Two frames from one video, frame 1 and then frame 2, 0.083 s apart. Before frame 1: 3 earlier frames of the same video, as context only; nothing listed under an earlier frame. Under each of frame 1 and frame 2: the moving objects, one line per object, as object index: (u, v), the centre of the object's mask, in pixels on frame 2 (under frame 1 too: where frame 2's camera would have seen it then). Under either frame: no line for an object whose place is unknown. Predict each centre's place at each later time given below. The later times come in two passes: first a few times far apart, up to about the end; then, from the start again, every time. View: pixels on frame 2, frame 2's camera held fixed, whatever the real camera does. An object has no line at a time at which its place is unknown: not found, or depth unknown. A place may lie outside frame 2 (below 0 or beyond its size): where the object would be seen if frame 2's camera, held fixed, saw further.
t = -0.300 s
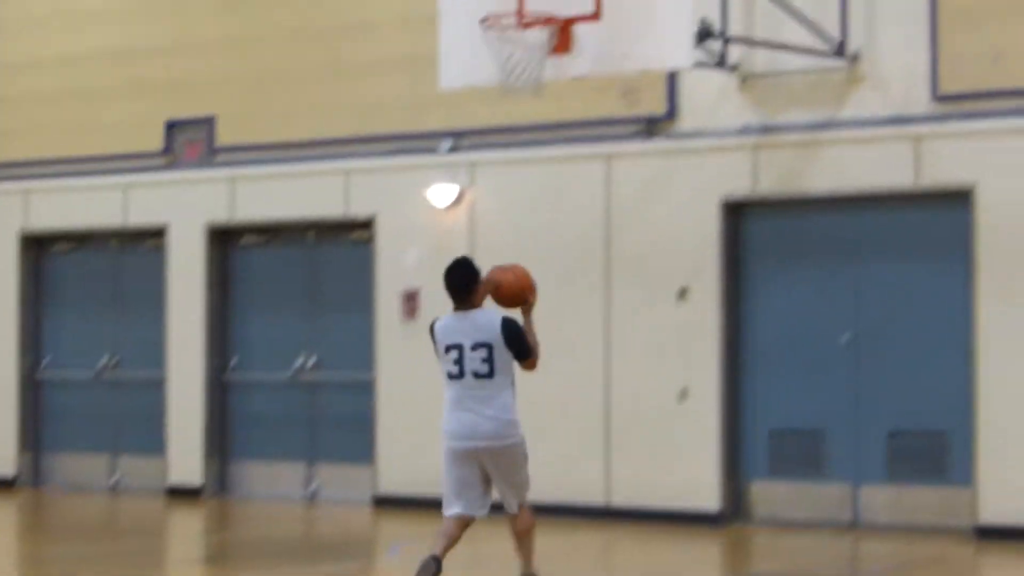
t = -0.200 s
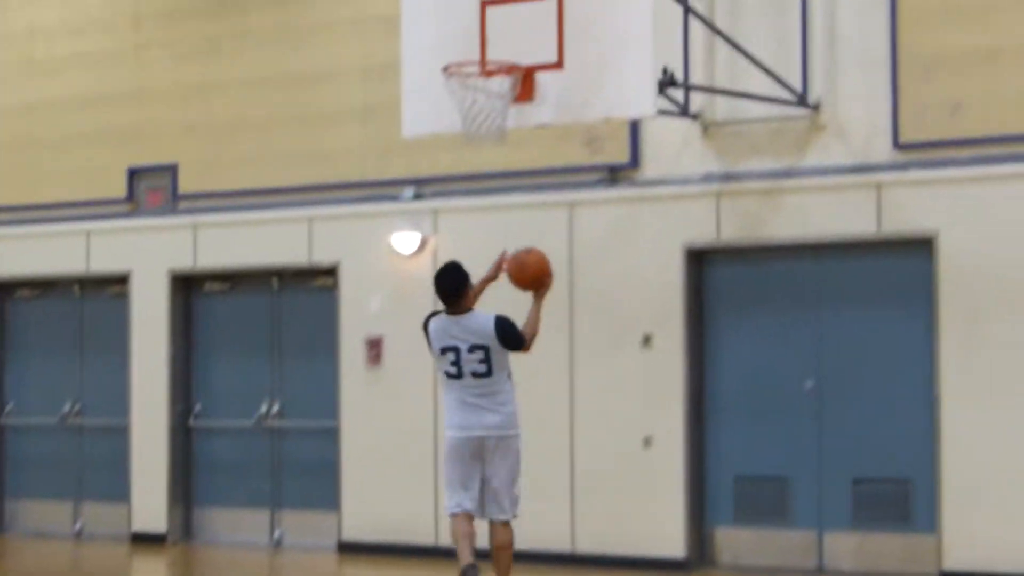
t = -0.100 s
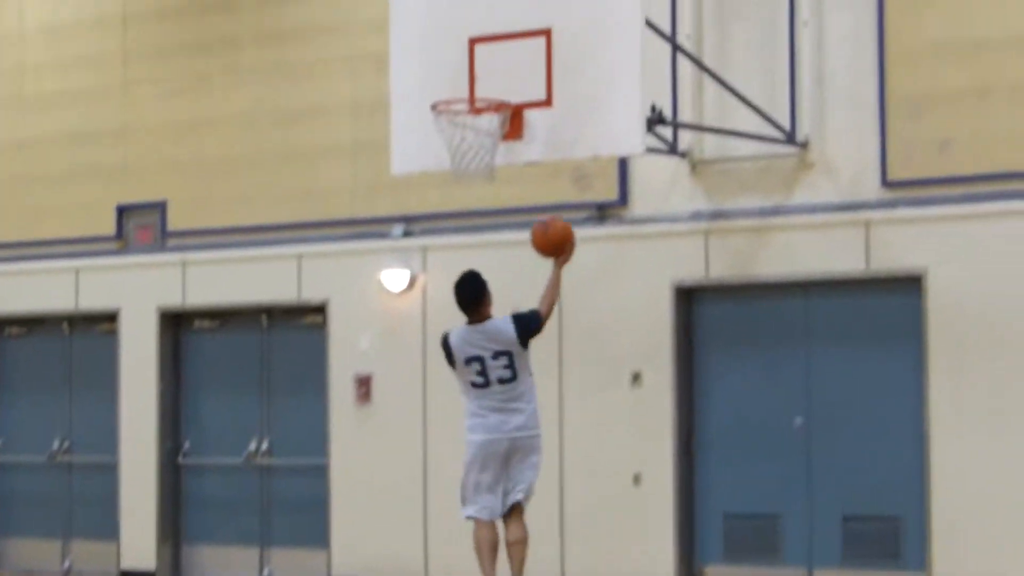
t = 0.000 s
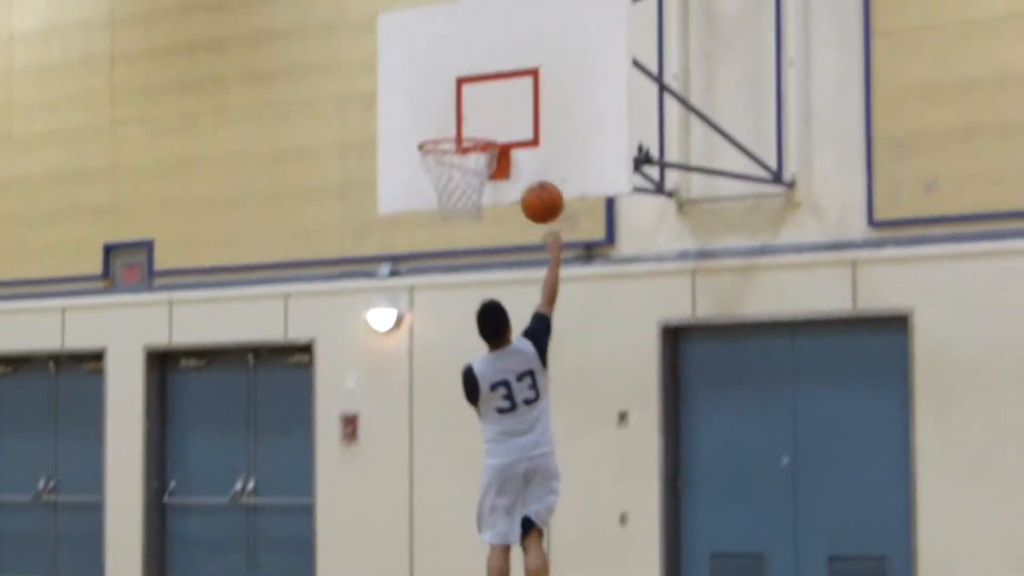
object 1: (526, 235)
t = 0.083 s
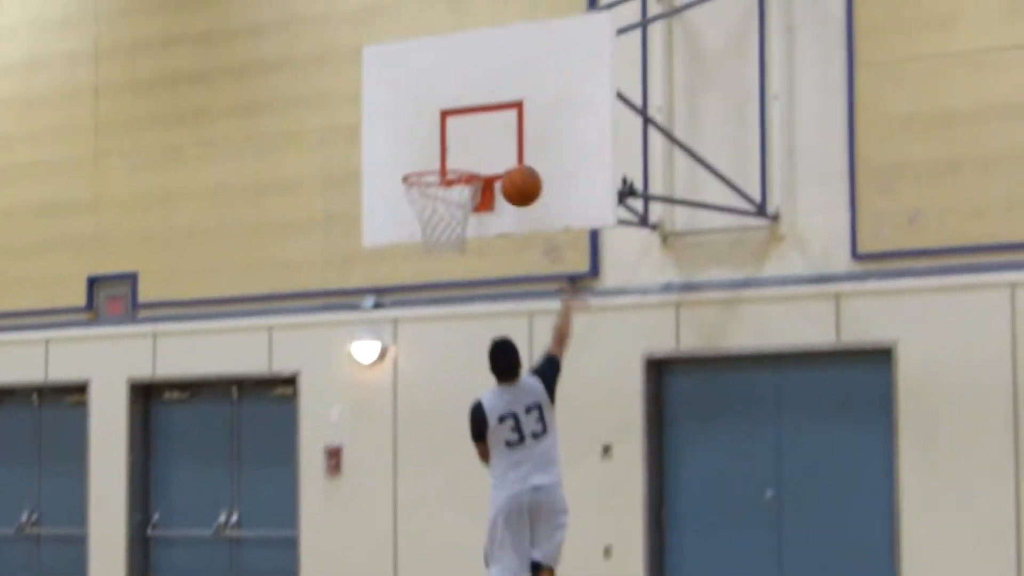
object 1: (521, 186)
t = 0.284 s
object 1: (510, 123)
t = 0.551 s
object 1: (458, 136)
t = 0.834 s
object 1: (450, 222)
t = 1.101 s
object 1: (453, 240)
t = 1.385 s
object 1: (436, 361)
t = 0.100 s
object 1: (520, 178)
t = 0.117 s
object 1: (519, 170)
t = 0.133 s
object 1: (518, 163)
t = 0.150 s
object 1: (517, 157)
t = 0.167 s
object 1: (516, 151)
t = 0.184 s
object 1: (516, 145)
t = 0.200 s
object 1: (514, 140)
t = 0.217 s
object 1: (514, 136)
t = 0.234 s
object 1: (513, 131)
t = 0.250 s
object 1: (512, 129)
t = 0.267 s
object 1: (511, 125)
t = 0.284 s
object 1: (510, 123)
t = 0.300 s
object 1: (510, 122)
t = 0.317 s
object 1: (509, 120)
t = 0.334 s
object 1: (508, 119)
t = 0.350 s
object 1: (505, 118)
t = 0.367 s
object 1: (501, 117)
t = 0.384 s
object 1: (496, 116)
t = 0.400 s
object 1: (492, 116)
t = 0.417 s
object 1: (489, 116)
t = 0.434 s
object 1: (485, 117)
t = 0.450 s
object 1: (481, 119)
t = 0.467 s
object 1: (477, 120)
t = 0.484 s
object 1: (473, 123)
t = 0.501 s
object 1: (469, 125)
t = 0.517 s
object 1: (465, 128)
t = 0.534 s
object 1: (462, 131)
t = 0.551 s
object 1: (458, 136)
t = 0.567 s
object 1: (454, 140)
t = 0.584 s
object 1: (450, 145)
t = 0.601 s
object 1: (446, 150)
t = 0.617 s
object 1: (442, 155)
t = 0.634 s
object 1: (438, 163)
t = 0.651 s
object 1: (435, 170)
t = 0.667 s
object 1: (436, 174)
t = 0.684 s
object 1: (437, 178)
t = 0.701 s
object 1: (438, 183)
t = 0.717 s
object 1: (439, 188)
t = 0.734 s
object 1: (441, 193)
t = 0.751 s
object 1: (443, 199)
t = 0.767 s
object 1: (444, 205)
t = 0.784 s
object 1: (446, 211)
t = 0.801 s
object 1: (447, 216)
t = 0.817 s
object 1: (449, 220)
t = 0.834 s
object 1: (450, 222)
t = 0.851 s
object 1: (451, 223)
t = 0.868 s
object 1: (452, 223)
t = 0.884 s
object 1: (453, 223)
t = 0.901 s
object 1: (454, 223)
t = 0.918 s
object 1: (455, 223)
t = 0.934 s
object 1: (456, 223)
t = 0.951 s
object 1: (455, 223)
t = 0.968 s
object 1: (455, 224)
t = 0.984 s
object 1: (455, 225)
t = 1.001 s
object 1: (455, 226)
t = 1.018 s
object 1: (455, 227)
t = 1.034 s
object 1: (455, 229)
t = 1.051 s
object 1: (455, 232)
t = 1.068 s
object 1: (454, 234)
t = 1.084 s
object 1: (454, 237)
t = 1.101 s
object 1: (453, 240)
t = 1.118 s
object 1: (452, 243)
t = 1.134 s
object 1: (451, 247)
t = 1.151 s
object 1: (450, 252)
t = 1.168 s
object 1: (450, 256)
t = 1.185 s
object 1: (448, 261)
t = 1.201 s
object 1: (447, 267)
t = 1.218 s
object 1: (446, 273)
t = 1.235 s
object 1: (445, 279)
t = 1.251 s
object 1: (444, 287)
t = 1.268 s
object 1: (443, 294)
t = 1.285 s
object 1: (442, 302)
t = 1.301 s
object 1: (441, 311)
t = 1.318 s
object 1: (440, 320)
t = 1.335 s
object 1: (439, 329)
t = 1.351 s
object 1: (438, 339)
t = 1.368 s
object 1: (437, 350)
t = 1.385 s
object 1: (436, 361)
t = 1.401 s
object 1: (435, 372)
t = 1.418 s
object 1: (434, 384)
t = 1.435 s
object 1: (433, 397)
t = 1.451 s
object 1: (432, 410)
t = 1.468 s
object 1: (431, 424)
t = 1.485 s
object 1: (429, 438)
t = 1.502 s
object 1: (428, 453)
